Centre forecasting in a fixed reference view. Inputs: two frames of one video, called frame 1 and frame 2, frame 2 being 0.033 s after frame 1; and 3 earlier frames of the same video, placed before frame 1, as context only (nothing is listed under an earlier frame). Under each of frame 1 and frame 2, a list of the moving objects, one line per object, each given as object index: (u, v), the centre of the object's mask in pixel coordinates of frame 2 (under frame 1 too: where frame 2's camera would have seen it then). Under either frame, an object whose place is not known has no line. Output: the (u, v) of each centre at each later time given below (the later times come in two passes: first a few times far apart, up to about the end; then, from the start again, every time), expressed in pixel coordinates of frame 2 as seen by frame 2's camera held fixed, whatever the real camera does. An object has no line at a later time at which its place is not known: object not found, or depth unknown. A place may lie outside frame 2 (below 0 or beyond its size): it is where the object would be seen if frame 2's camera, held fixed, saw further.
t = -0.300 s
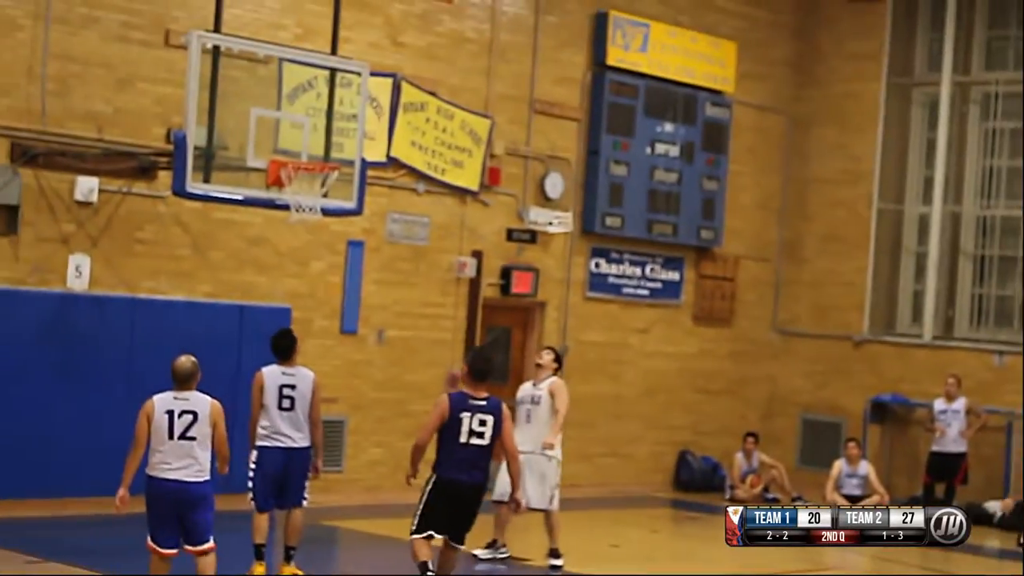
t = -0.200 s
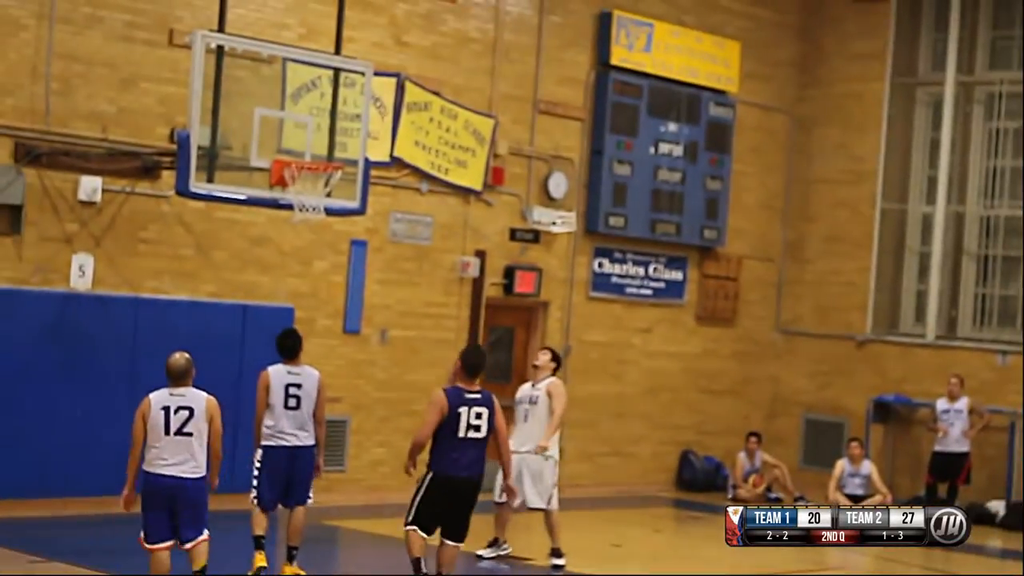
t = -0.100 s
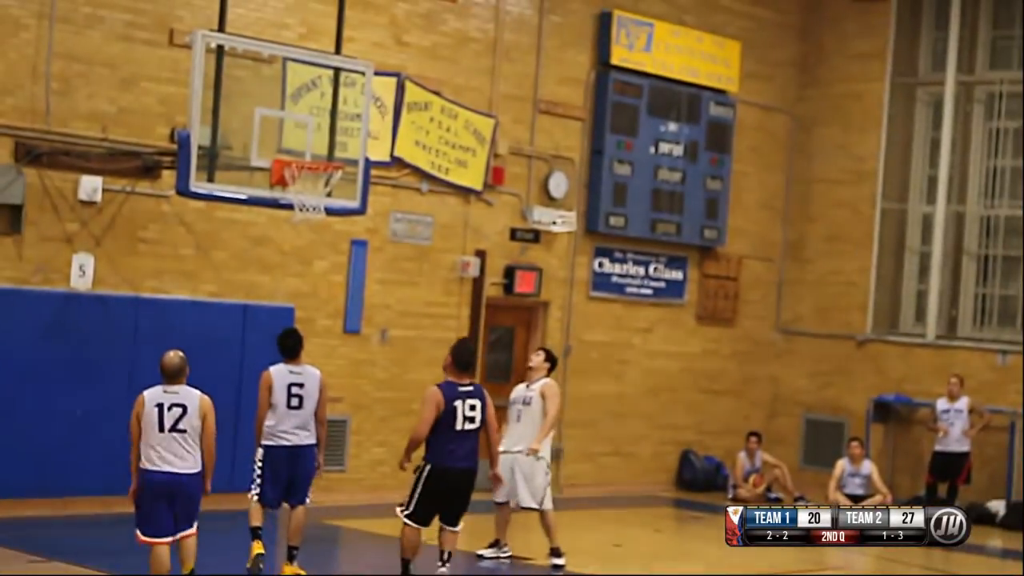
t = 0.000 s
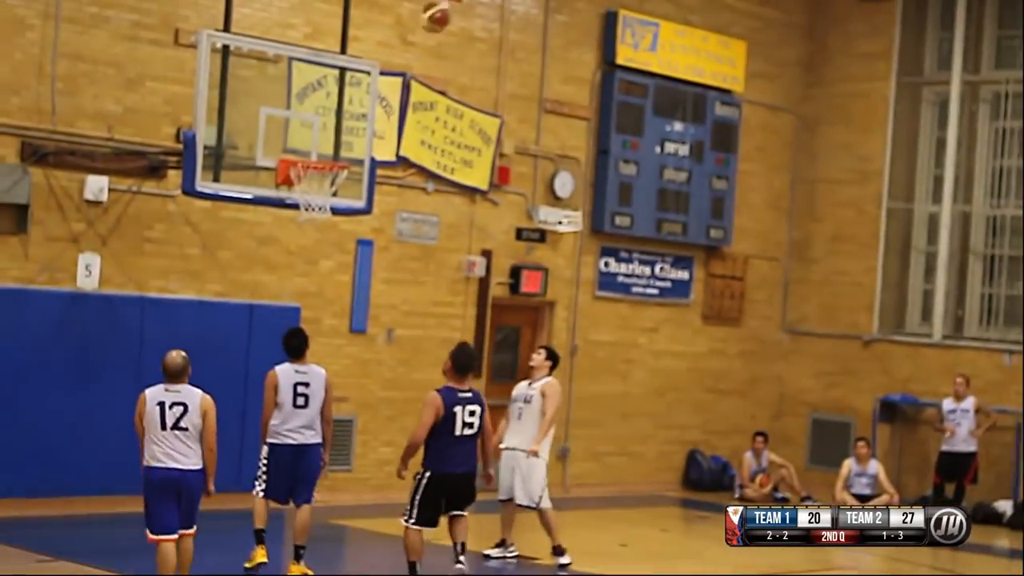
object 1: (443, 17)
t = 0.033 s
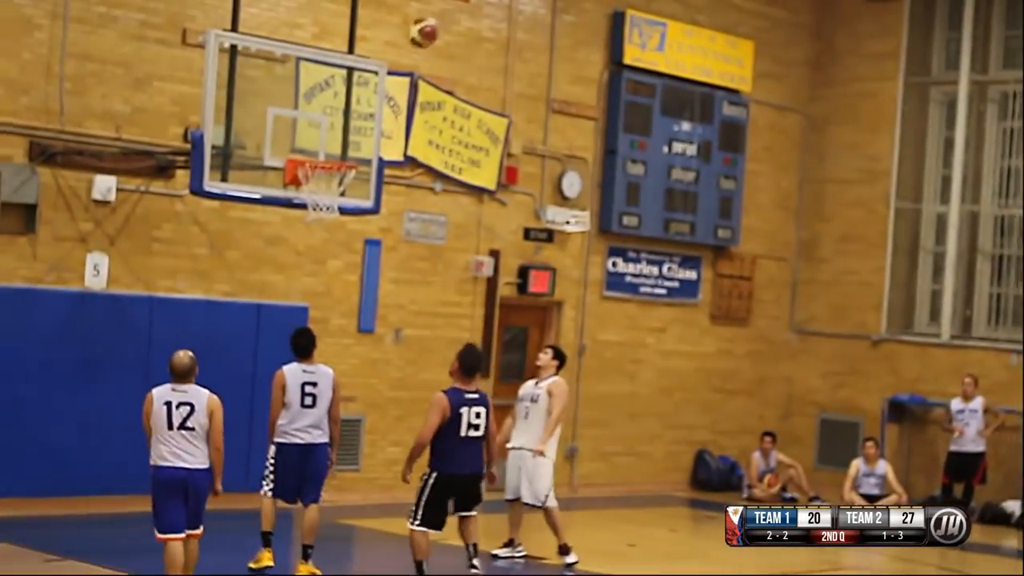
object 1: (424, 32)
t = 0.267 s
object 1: (304, 128)
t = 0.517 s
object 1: (295, 35)
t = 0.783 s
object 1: (280, 18)
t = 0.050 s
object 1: (414, 40)
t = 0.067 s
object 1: (404, 49)
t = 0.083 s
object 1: (393, 58)
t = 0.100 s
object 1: (384, 67)
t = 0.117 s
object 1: (372, 79)
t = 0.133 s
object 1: (363, 90)
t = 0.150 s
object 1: (353, 100)
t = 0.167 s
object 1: (345, 111)
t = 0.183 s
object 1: (334, 121)
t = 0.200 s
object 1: (324, 134)
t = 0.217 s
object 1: (314, 146)
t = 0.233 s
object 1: (308, 151)
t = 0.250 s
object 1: (305, 139)
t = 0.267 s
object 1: (304, 128)
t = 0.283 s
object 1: (301, 116)
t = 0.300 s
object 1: (299, 108)
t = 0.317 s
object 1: (298, 101)
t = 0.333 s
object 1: (299, 94)
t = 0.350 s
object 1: (299, 87)
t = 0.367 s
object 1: (299, 80)
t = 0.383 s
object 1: (298, 72)
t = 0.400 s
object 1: (297, 67)
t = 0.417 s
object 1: (297, 61)
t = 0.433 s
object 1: (298, 56)
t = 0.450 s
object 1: (298, 51)
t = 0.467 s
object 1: (298, 47)
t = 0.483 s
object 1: (296, 42)
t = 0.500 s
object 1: (295, 38)
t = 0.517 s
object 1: (295, 35)
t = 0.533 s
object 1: (295, 32)
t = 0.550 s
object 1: (294, 29)
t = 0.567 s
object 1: (293, 26)
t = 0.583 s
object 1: (292, 23)
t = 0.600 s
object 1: (292, 21)
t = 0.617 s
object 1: (292, 19)
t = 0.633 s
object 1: (291, 18)
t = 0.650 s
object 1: (291, 18)
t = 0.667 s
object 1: (290, 16)
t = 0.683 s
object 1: (287, 16)
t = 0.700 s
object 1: (287, 15)
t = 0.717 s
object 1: (286, 14)
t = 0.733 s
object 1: (285, 14)
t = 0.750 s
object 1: (283, 15)
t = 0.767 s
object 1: (282, 17)
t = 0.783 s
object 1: (280, 18)
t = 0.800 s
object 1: (281, 21)
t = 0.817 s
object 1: (281, 25)
